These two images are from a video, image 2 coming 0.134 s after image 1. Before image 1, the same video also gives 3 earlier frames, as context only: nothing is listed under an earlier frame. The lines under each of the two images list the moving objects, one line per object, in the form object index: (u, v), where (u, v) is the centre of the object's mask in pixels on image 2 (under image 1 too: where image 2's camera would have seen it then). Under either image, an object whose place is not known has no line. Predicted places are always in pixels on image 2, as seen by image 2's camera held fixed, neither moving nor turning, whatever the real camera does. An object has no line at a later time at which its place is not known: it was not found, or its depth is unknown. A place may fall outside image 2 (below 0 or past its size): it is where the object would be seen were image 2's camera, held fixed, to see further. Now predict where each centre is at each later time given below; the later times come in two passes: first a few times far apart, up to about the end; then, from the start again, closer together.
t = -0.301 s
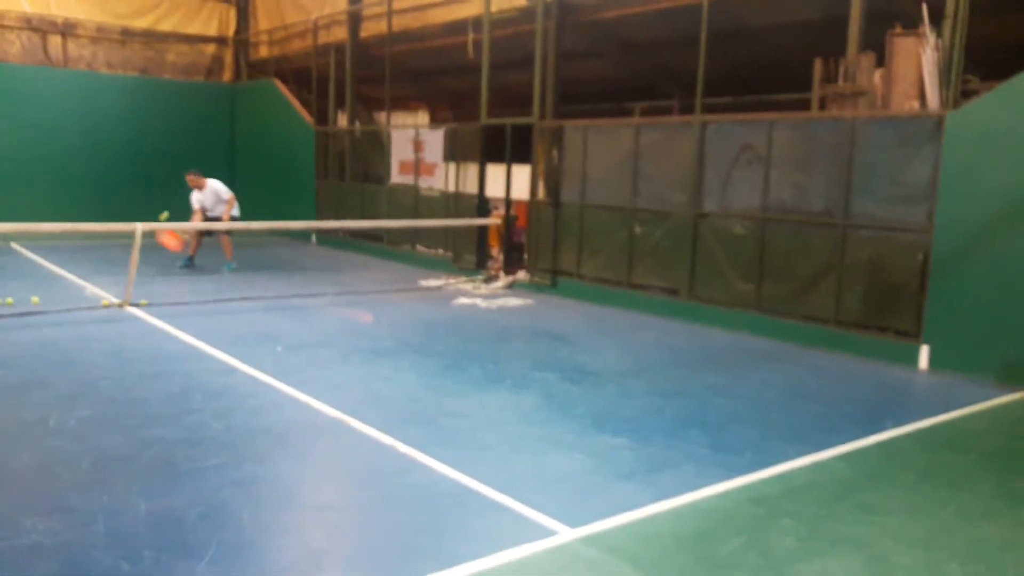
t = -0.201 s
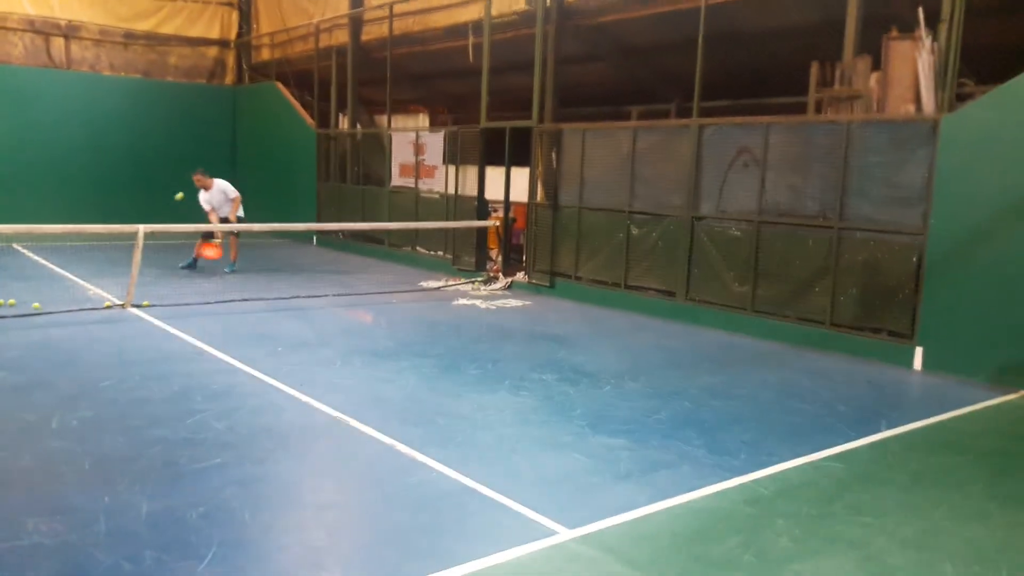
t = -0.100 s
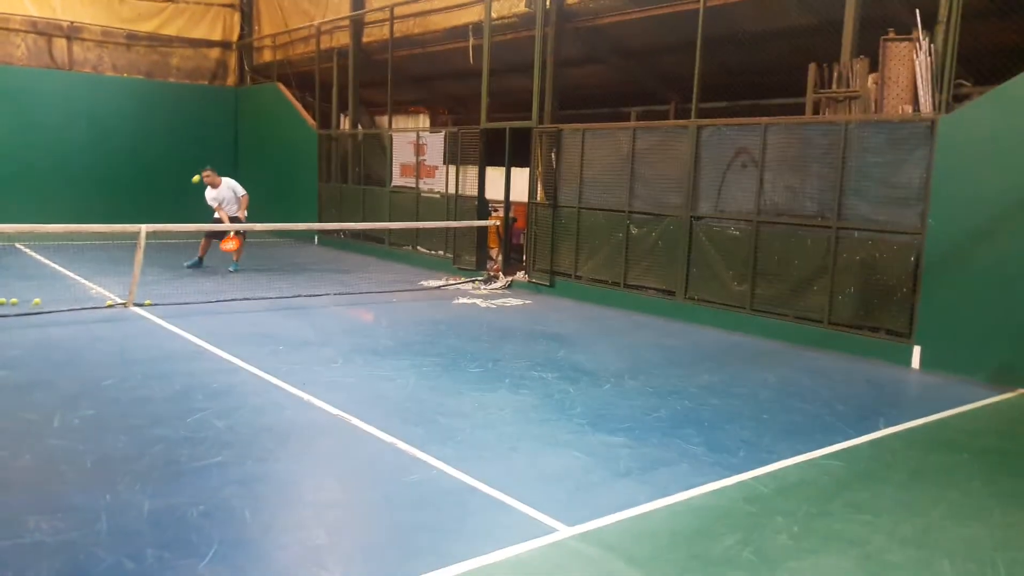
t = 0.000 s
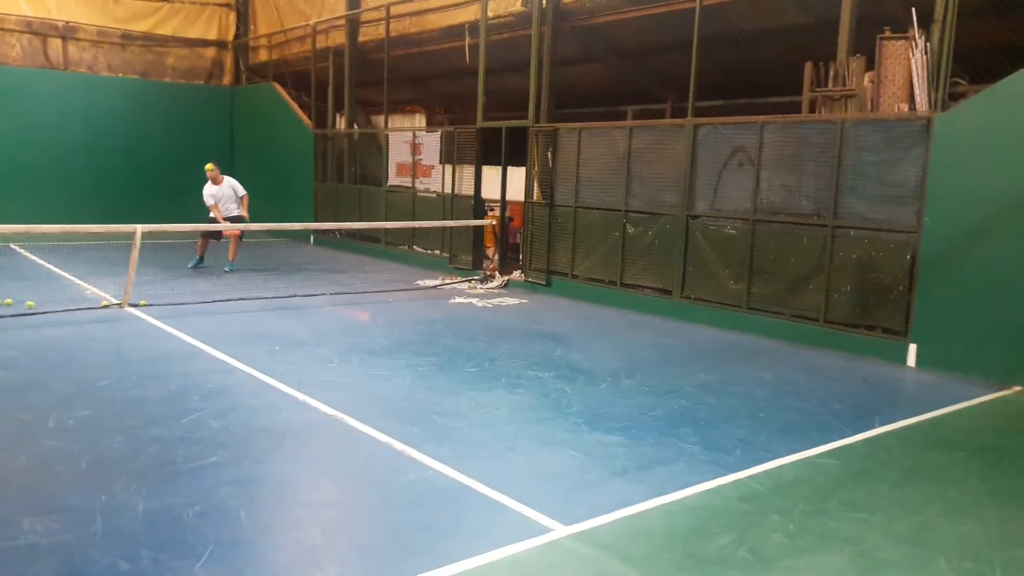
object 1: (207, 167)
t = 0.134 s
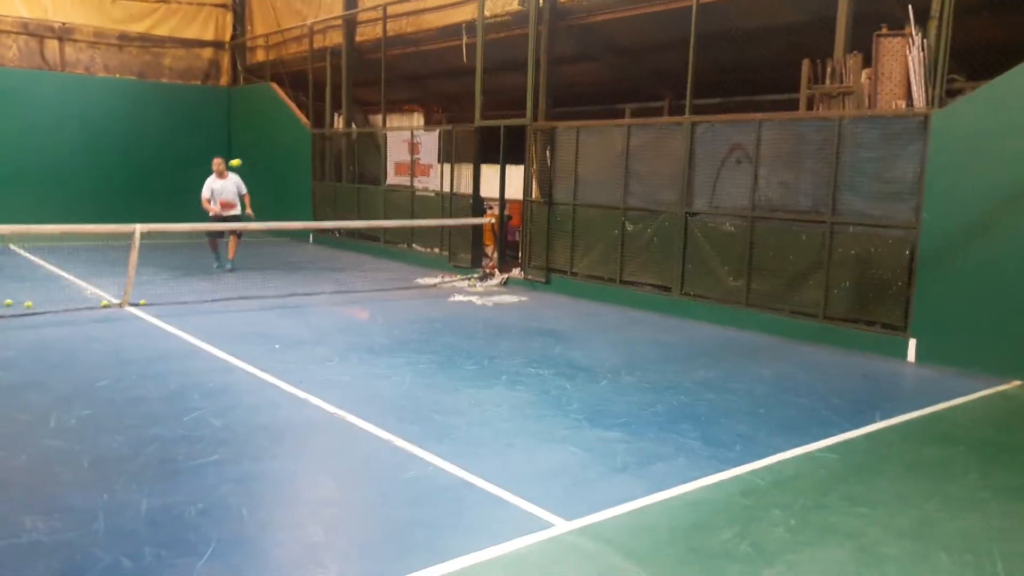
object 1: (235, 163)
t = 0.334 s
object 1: (290, 197)
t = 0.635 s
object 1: (462, 439)
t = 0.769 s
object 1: (543, 479)
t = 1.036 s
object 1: (705, 416)
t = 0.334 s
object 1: (290, 197)
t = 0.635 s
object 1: (462, 439)
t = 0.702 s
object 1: (516, 516)
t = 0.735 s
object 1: (530, 494)
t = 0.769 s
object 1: (543, 479)
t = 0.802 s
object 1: (559, 463)
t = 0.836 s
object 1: (576, 449)
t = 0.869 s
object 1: (594, 437)
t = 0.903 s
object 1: (613, 428)
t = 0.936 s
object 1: (634, 421)
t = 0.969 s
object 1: (655, 416)
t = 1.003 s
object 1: (679, 414)
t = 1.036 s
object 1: (705, 416)
